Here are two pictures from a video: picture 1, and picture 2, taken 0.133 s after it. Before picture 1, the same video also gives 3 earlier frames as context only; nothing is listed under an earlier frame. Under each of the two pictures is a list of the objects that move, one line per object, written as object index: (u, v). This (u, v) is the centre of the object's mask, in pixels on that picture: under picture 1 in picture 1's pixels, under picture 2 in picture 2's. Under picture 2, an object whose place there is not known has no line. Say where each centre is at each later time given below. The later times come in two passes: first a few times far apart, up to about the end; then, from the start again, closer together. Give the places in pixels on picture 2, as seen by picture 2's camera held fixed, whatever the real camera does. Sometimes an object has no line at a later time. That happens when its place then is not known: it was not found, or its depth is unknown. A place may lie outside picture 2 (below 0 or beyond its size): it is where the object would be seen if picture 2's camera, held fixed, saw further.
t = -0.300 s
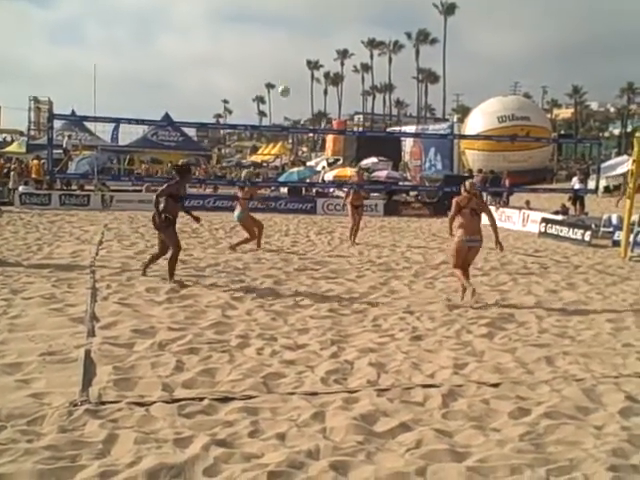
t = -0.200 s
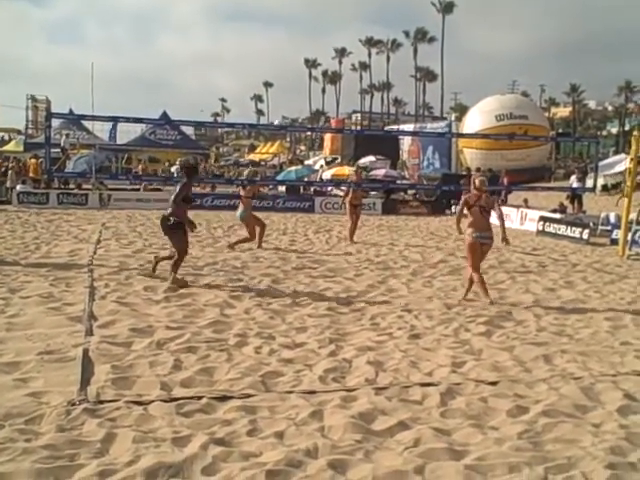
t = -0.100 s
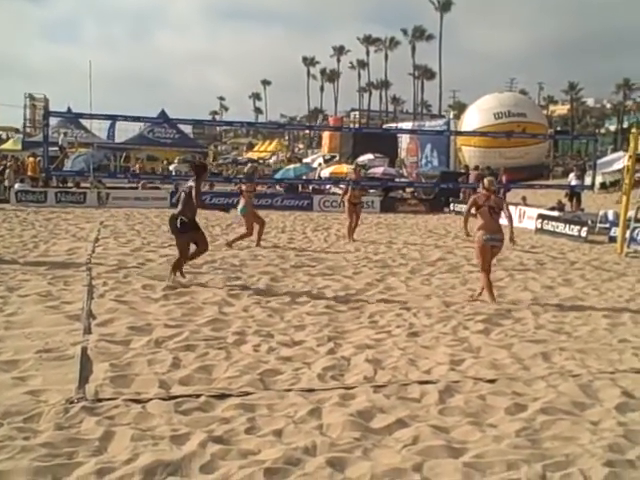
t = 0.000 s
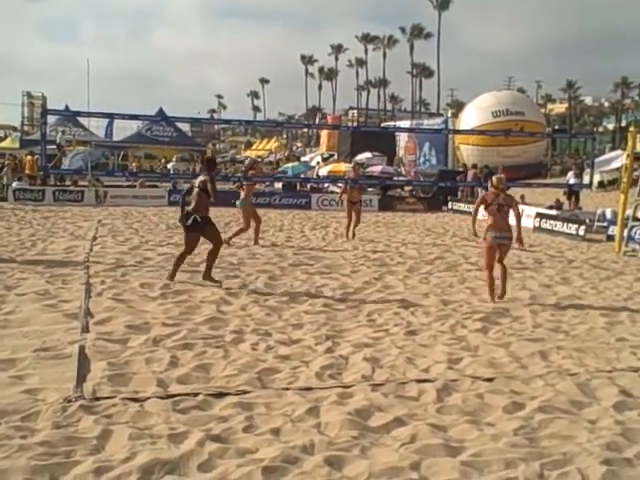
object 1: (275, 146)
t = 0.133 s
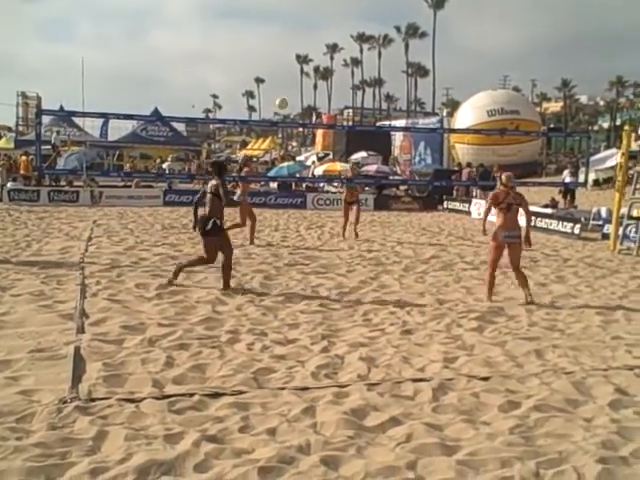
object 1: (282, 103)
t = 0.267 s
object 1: (290, 68)
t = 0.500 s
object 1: (307, 27)
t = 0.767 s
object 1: (325, 17)
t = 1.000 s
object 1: (343, 41)
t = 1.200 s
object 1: (357, 86)
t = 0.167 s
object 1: (283, 93)
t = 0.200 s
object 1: (285, 84)
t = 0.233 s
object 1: (288, 76)
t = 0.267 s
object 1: (290, 68)
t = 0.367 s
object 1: (297, 46)
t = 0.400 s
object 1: (300, 41)
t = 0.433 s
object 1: (302, 36)
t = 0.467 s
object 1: (304, 32)
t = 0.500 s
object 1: (307, 27)
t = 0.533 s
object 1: (309, 24)
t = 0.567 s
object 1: (311, 21)
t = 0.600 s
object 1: (314, 19)
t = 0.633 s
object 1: (316, 18)
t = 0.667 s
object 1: (319, 17)
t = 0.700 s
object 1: (321, 17)
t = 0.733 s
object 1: (323, 17)
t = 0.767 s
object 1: (325, 17)
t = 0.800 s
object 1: (328, 19)
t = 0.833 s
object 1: (331, 21)
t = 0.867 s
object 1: (333, 24)
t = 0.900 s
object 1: (336, 27)
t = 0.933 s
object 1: (338, 31)
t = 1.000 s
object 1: (343, 41)
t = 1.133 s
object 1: (353, 69)
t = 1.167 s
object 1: (354, 77)
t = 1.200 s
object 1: (357, 86)
